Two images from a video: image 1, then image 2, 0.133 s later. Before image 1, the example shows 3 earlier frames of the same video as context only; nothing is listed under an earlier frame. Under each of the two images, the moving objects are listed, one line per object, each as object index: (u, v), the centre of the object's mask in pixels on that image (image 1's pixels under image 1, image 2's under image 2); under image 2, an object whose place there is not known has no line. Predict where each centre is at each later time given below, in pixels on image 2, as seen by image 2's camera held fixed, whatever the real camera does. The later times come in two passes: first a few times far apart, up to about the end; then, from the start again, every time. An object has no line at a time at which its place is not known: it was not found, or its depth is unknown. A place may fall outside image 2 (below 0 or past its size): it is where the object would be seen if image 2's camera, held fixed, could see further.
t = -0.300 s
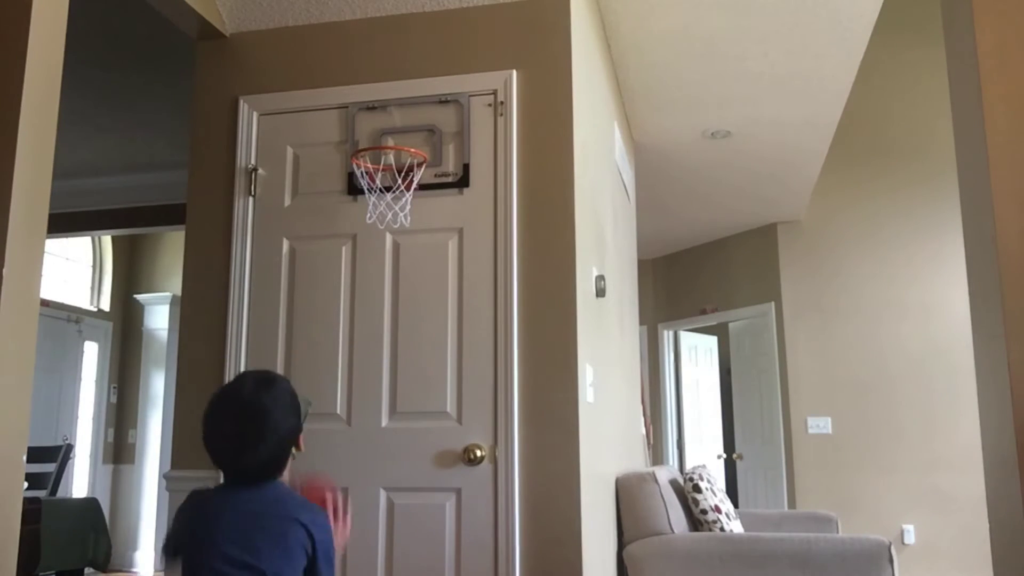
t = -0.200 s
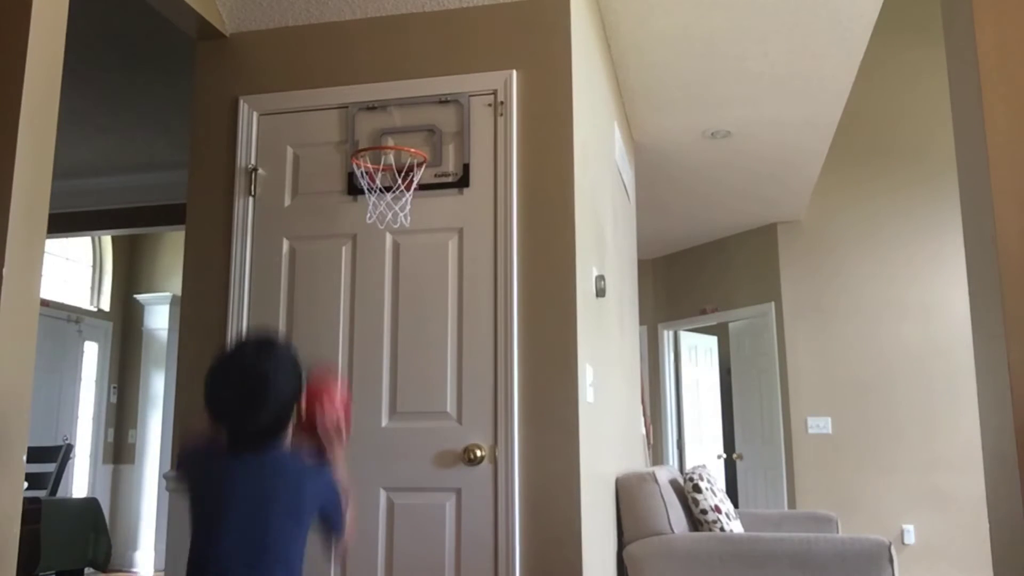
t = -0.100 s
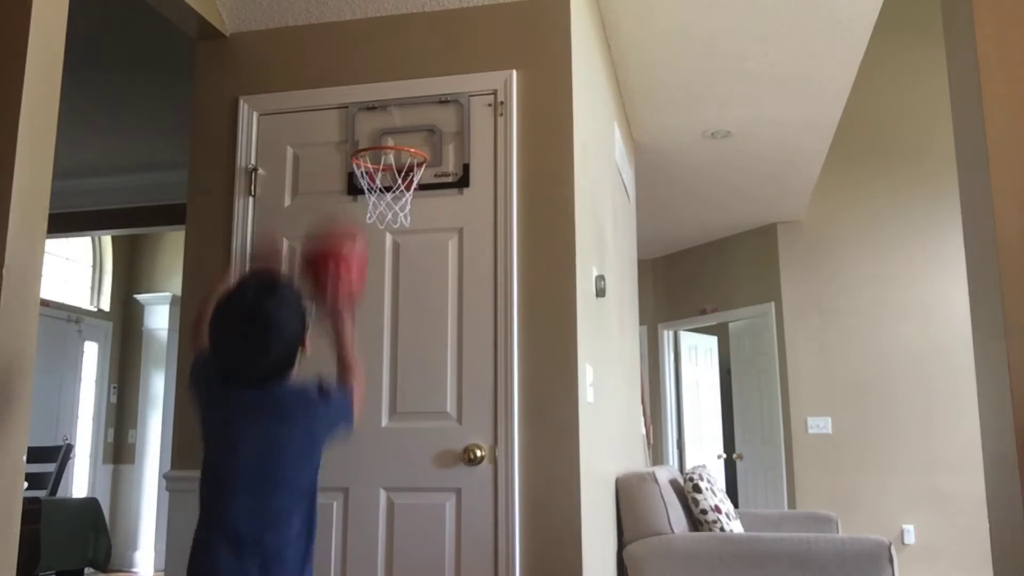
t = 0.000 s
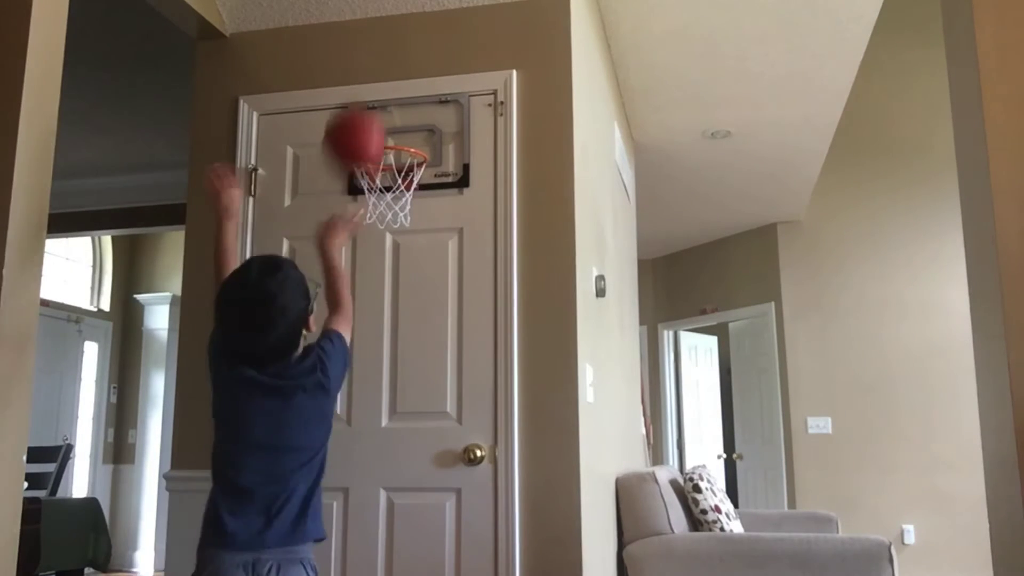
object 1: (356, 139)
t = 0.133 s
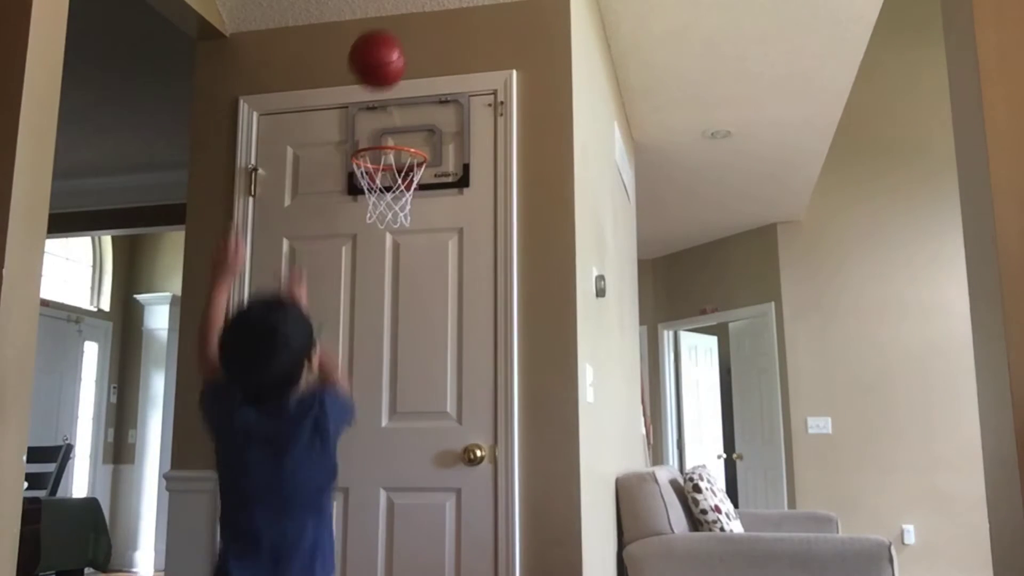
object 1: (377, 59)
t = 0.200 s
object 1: (385, 47)
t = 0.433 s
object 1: (408, 109)
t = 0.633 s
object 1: (394, 127)
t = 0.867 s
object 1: (374, 129)
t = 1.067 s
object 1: (386, 169)
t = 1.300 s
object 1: (400, 255)
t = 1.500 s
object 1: (401, 439)
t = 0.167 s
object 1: (381, 52)
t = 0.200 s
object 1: (385, 47)
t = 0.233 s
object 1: (389, 46)
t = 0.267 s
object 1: (392, 49)
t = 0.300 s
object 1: (395, 54)
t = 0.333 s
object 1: (398, 63)
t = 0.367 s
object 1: (401, 75)
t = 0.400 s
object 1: (404, 89)
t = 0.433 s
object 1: (408, 109)
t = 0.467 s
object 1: (412, 128)
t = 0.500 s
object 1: (412, 135)
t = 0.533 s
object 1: (407, 131)
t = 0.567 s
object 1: (402, 128)
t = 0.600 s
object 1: (398, 126)
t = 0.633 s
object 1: (394, 127)
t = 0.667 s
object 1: (389, 134)
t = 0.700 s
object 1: (384, 135)
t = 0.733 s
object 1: (379, 137)
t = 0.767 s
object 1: (377, 135)
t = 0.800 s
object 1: (375, 131)
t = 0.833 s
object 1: (374, 129)
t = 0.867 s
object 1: (374, 129)
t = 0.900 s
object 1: (373, 132)
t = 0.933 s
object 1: (372, 138)
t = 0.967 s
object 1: (373, 144)
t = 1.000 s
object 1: (376, 151)
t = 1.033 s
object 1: (382, 159)
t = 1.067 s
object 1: (386, 169)
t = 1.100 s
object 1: (389, 180)
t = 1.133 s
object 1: (392, 189)
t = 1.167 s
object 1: (389, 202)
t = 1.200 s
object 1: (393, 221)
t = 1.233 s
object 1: (398, 227)
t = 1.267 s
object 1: (399, 238)
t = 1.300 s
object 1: (400, 255)
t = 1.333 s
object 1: (401, 276)
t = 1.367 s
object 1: (401, 301)
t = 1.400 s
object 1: (402, 329)
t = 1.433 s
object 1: (402, 360)
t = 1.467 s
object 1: (403, 397)
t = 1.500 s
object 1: (401, 439)
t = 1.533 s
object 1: (403, 481)
